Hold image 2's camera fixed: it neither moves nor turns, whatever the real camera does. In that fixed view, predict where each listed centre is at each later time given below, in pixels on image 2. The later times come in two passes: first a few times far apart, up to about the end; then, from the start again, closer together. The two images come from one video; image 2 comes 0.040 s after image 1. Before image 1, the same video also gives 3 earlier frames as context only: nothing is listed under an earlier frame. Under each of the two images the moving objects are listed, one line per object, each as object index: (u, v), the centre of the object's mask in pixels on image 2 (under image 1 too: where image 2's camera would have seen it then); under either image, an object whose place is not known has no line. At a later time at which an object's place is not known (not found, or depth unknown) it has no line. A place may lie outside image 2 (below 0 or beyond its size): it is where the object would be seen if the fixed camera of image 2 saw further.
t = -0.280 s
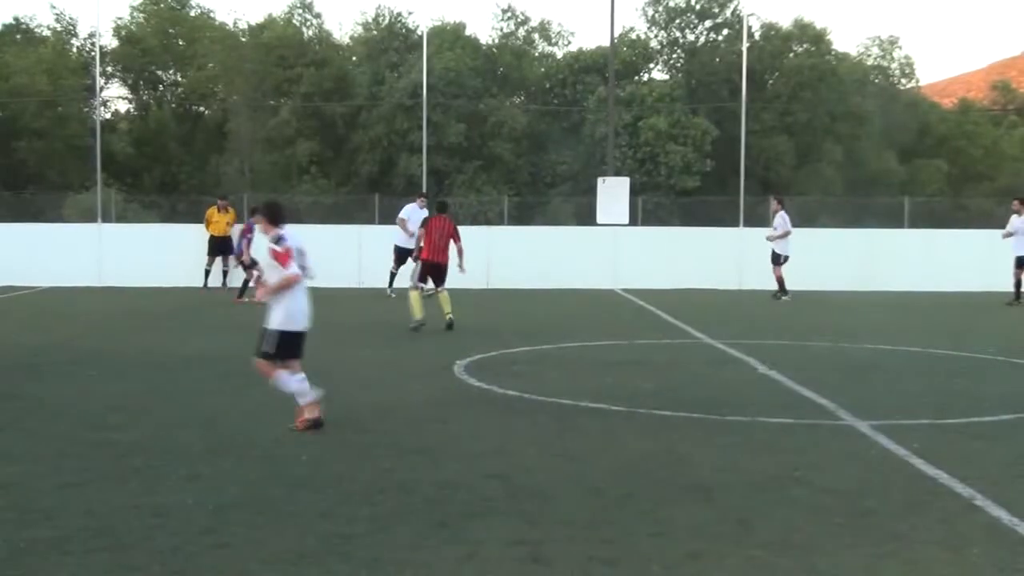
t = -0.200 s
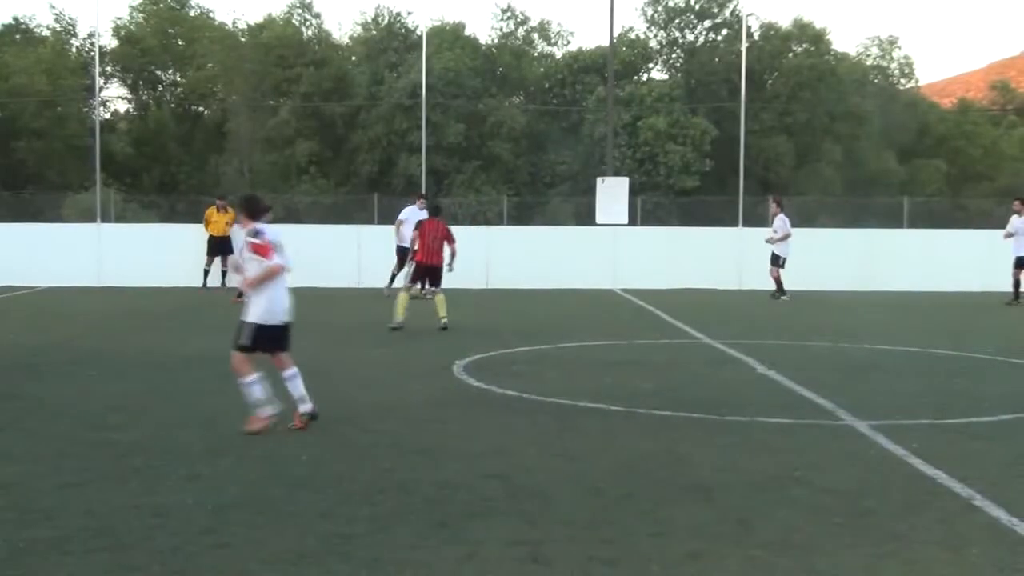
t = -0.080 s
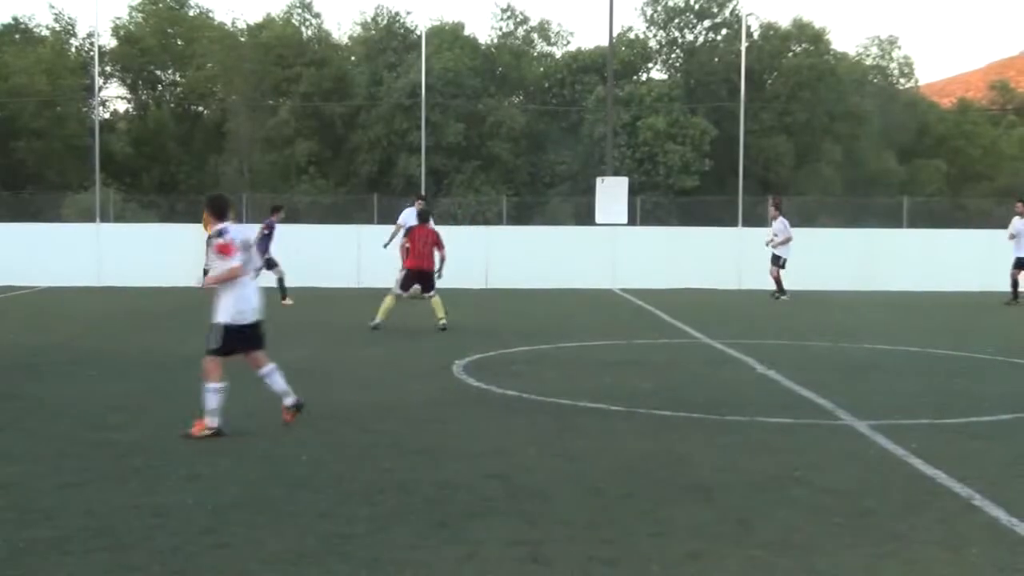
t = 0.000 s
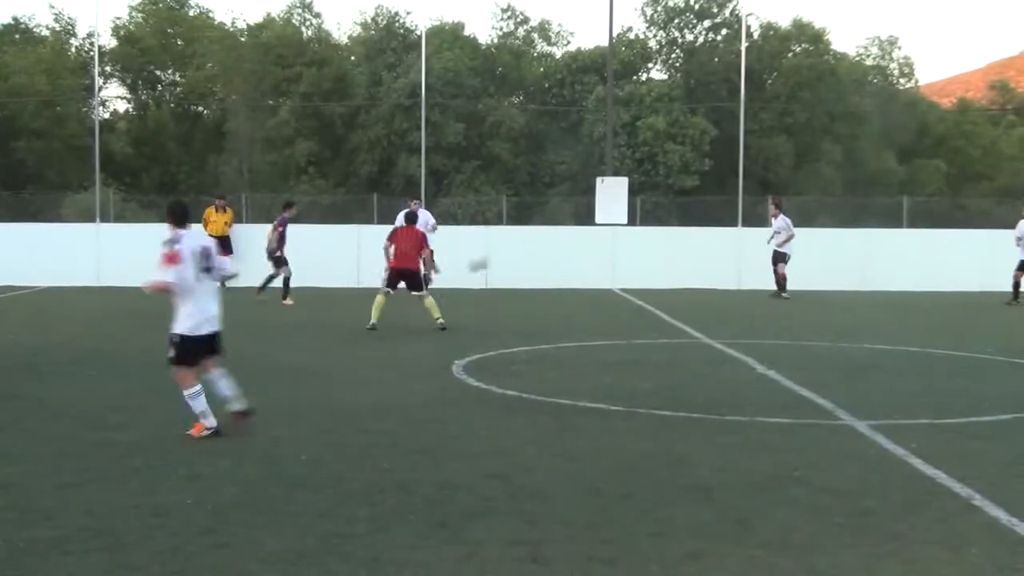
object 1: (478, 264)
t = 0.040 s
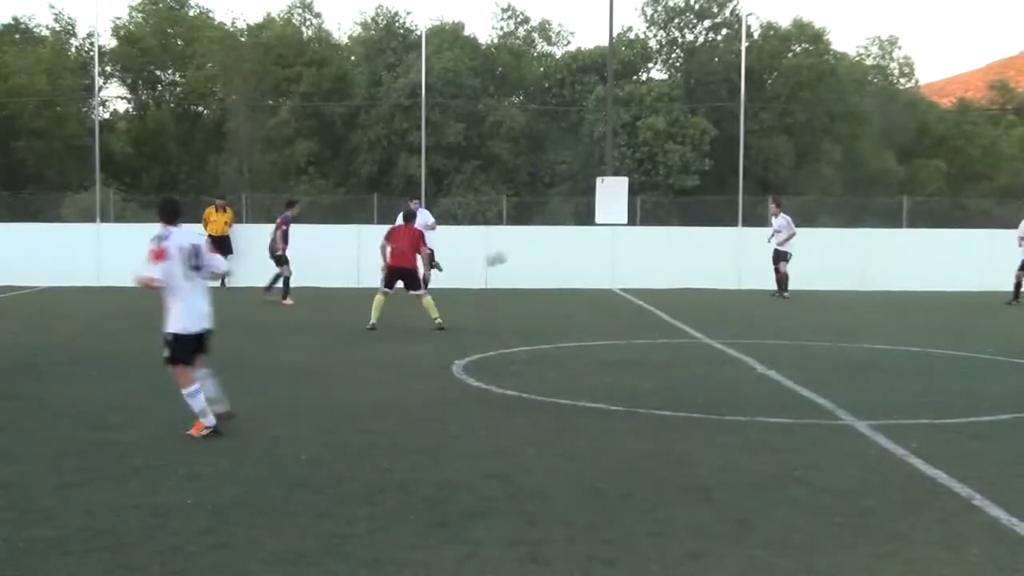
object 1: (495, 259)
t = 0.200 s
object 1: (571, 239)
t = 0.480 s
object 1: (759, 224)
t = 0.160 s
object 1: (551, 244)
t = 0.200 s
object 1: (571, 239)
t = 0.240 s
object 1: (591, 236)
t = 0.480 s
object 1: (759, 224)
